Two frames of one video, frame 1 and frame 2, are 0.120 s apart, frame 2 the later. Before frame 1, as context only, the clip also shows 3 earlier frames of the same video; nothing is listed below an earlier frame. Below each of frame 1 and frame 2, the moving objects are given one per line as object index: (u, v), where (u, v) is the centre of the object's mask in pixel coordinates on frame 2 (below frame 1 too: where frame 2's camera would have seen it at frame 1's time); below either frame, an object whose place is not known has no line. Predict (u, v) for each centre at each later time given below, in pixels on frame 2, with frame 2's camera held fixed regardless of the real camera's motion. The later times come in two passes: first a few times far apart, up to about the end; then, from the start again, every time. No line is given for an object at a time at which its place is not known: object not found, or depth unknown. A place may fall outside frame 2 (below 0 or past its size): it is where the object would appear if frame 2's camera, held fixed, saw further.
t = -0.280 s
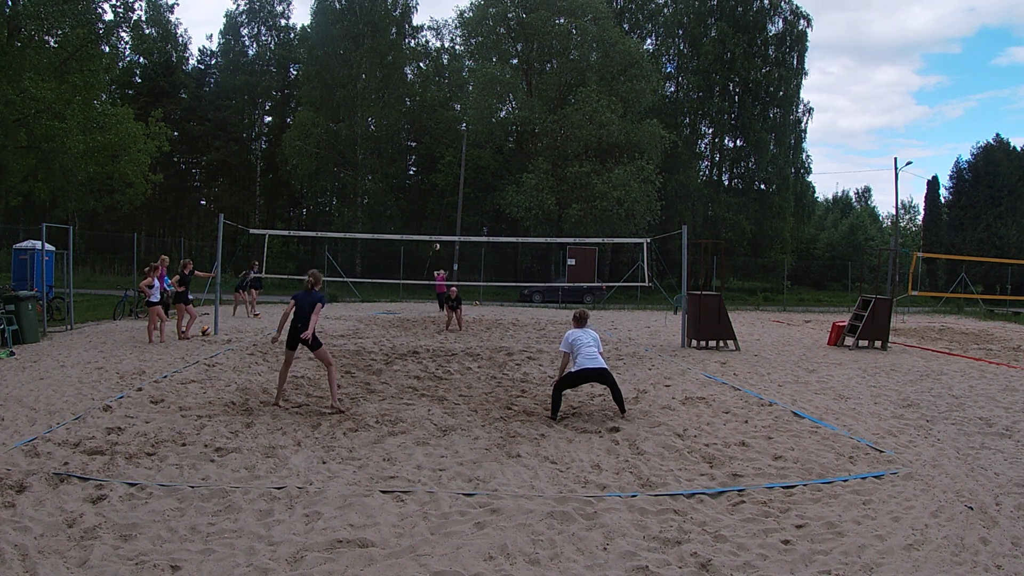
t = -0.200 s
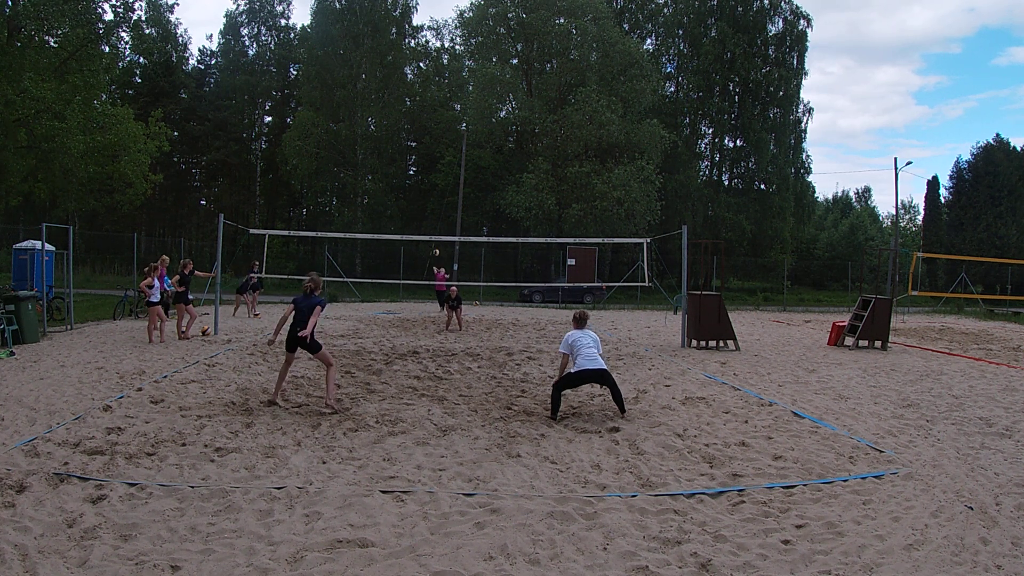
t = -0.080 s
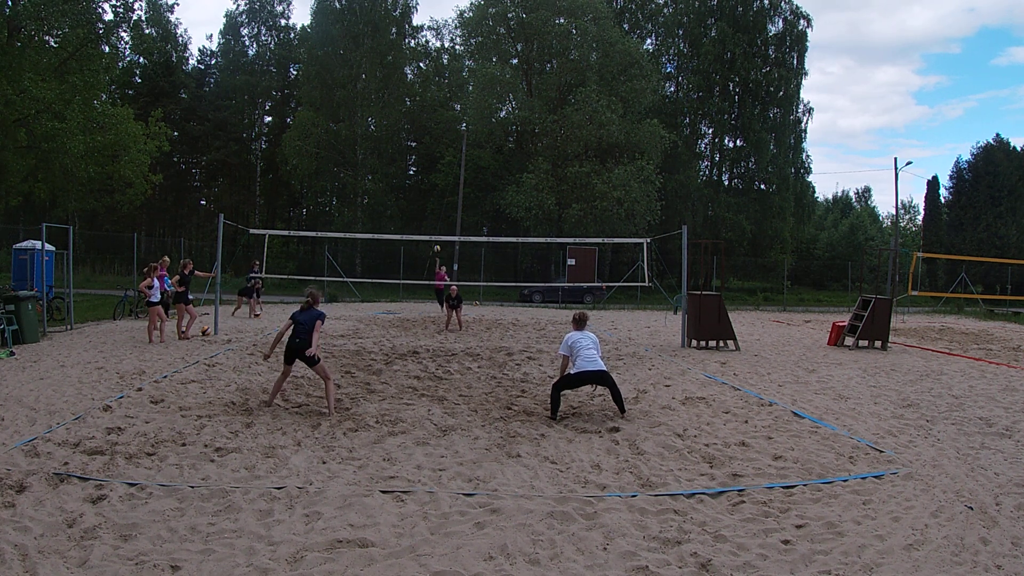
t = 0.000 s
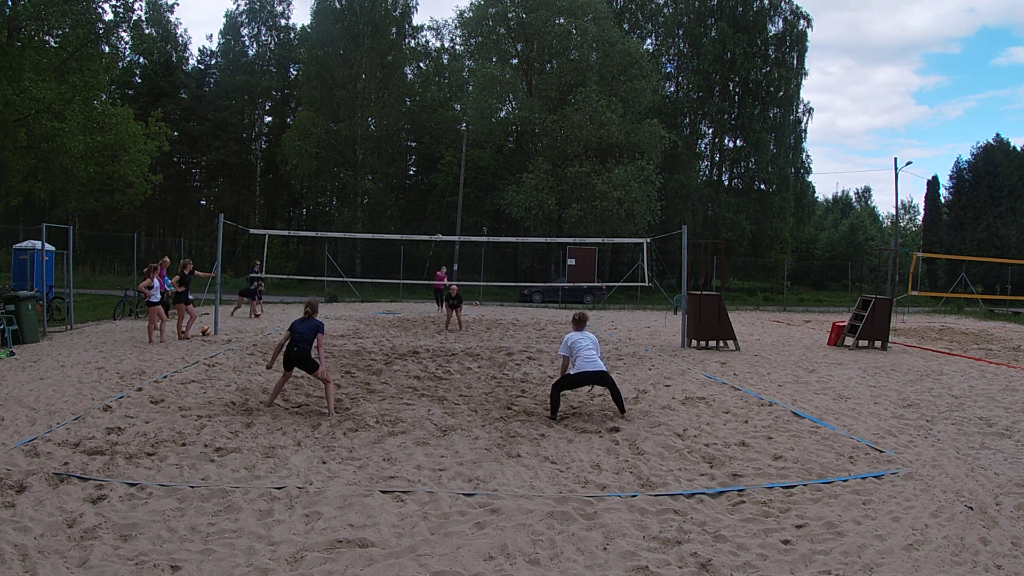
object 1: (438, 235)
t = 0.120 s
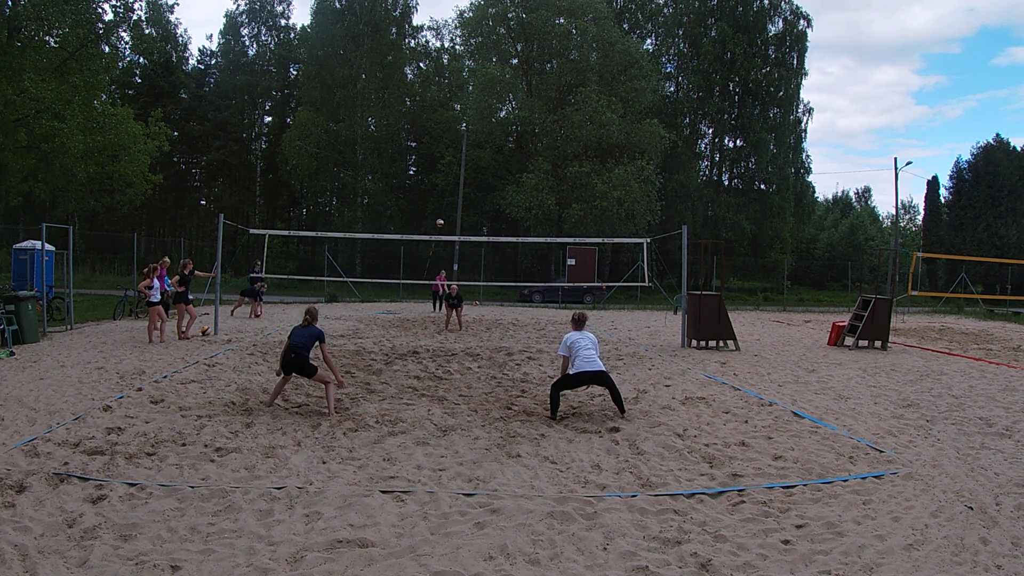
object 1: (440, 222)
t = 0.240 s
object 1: (441, 211)
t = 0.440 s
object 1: (443, 201)
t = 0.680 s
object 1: (441, 208)
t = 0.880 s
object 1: (438, 242)
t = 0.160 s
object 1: (440, 217)
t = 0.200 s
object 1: (441, 214)
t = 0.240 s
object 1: (441, 211)
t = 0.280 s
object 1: (442, 208)
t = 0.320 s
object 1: (442, 205)
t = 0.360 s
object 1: (443, 203)
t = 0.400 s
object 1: (443, 202)
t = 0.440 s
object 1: (443, 201)
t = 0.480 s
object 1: (443, 201)
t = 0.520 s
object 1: (443, 201)
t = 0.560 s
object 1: (443, 201)
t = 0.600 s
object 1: (443, 202)
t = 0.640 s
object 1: (443, 205)
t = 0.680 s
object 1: (441, 208)
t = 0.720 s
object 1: (441, 212)
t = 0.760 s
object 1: (441, 218)
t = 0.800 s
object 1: (440, 224)
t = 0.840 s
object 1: (439, 232)
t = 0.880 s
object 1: (438, 242)
